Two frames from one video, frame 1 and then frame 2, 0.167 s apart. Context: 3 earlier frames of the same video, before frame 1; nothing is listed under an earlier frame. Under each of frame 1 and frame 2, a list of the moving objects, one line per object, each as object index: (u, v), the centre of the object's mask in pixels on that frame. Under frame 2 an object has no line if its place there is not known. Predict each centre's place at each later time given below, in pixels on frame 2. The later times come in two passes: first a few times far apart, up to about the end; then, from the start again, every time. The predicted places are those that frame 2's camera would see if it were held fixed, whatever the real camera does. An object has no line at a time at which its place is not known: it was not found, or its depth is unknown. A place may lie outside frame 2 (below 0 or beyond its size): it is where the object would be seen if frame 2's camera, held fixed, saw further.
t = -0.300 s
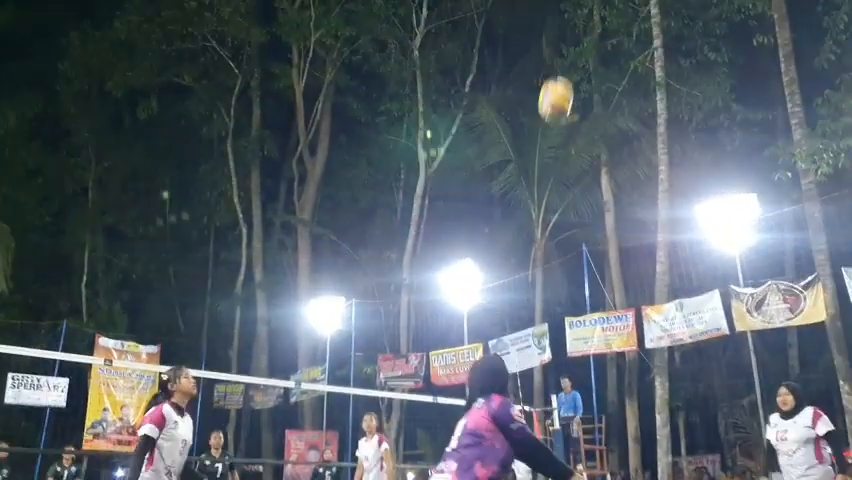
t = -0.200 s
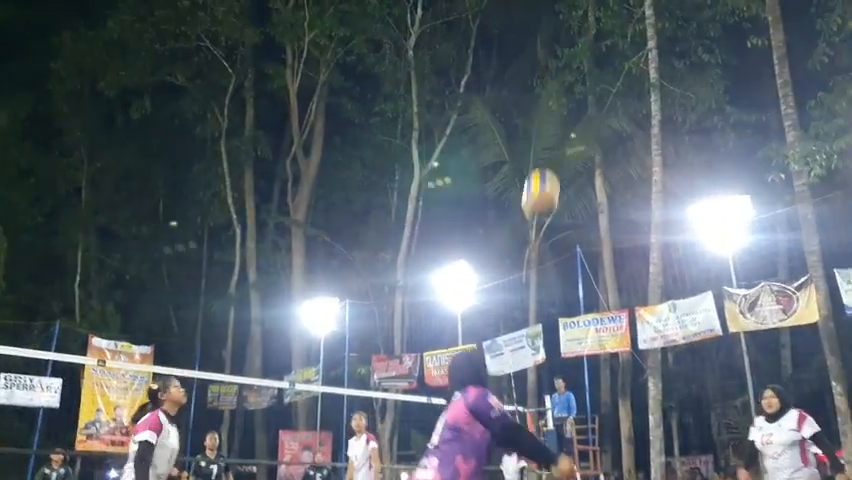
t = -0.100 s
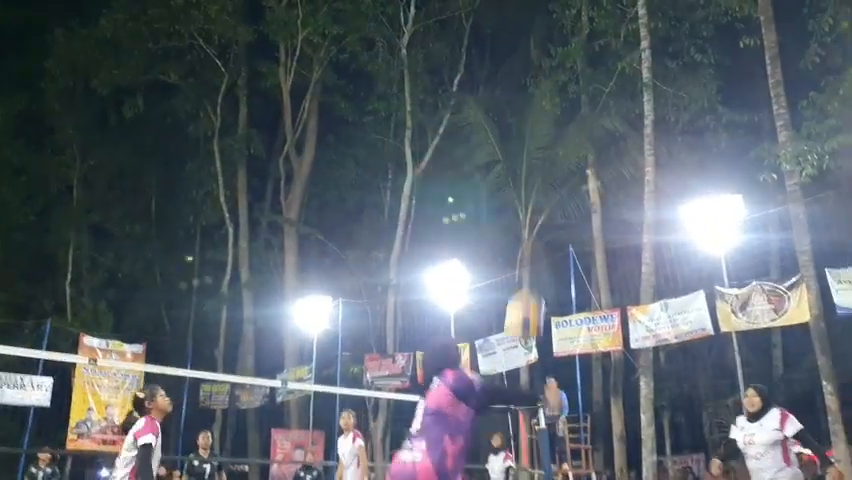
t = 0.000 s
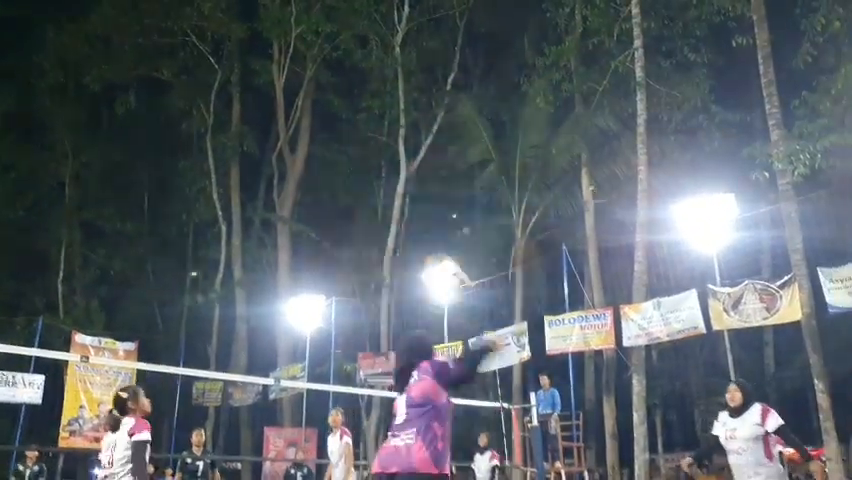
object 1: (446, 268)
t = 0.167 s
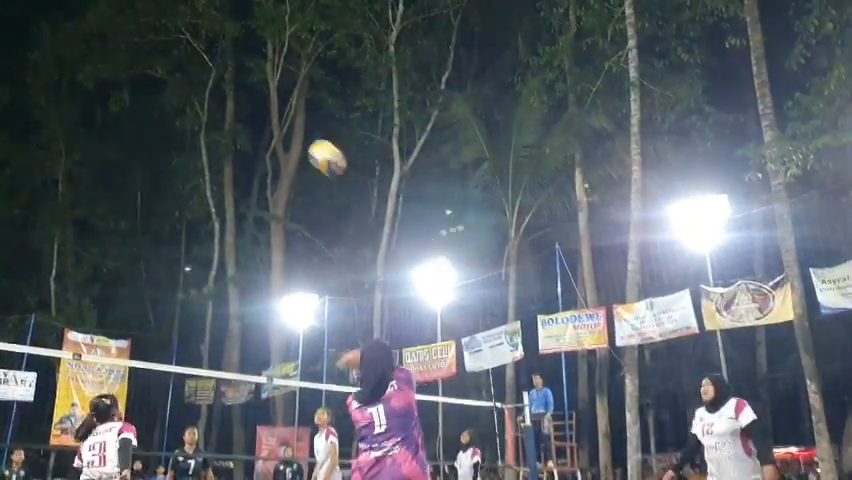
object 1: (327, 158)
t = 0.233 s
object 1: (291, 131)
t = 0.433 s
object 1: (212, 94)
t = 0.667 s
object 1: (144, 105)
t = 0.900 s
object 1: (92, 152)
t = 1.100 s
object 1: (56, 215)
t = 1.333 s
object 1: (16, 311)
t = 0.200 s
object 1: (308, 143)
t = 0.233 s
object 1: (291, 131)
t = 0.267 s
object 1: (276, 121)
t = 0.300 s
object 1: (262, 112)
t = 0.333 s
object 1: (248, 105)
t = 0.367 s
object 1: (235, 101)
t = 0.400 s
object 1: (223, 97)
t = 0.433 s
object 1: (212, 94)
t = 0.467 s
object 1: (201, 93)
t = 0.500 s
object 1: (190, 92)
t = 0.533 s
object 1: (180, 93)
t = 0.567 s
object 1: (171, 94)
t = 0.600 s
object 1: (162, 97)
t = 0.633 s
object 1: (153, 100)
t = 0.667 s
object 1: (144, 105)
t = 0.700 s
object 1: (136, 110)
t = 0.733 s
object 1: (128, 115)
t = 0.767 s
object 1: (121, 122)
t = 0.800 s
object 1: (114, 128)
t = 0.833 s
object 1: (107, 136)
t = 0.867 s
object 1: (99, 144)
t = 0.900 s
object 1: (92, 152)
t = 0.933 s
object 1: (86, 161)
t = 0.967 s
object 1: (79, 171)
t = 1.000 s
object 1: (73, 181)
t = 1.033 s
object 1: (67, 192)
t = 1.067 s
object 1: (61, 204)
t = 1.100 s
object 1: (56, 215)
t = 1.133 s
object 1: (50, 227)
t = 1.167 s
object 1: (44, 241)
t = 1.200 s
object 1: (38, 254)
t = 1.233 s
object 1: (32, 267)
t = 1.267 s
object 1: (27, 281)
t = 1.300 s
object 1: (22, 296)
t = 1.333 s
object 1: (16, 311)
